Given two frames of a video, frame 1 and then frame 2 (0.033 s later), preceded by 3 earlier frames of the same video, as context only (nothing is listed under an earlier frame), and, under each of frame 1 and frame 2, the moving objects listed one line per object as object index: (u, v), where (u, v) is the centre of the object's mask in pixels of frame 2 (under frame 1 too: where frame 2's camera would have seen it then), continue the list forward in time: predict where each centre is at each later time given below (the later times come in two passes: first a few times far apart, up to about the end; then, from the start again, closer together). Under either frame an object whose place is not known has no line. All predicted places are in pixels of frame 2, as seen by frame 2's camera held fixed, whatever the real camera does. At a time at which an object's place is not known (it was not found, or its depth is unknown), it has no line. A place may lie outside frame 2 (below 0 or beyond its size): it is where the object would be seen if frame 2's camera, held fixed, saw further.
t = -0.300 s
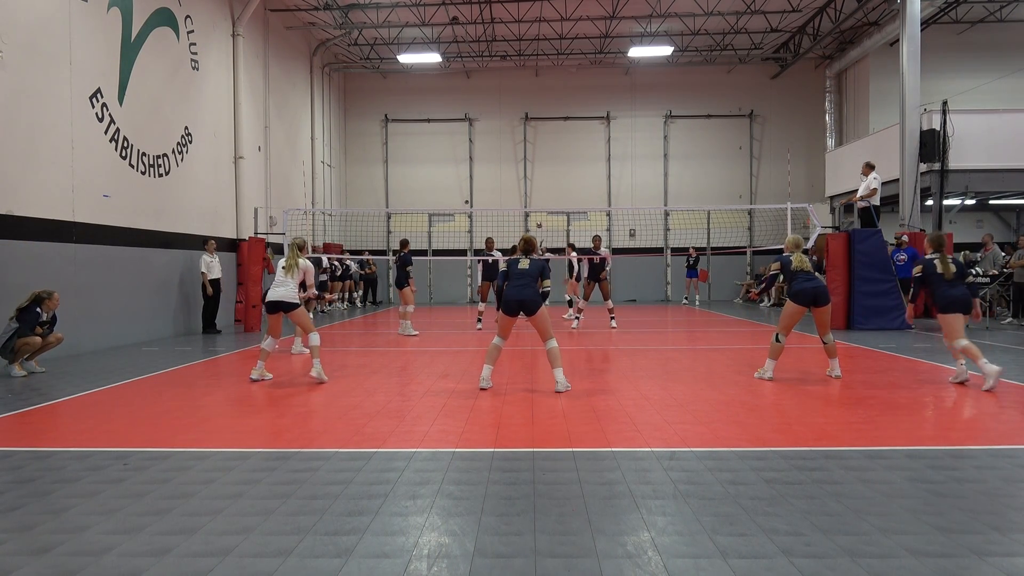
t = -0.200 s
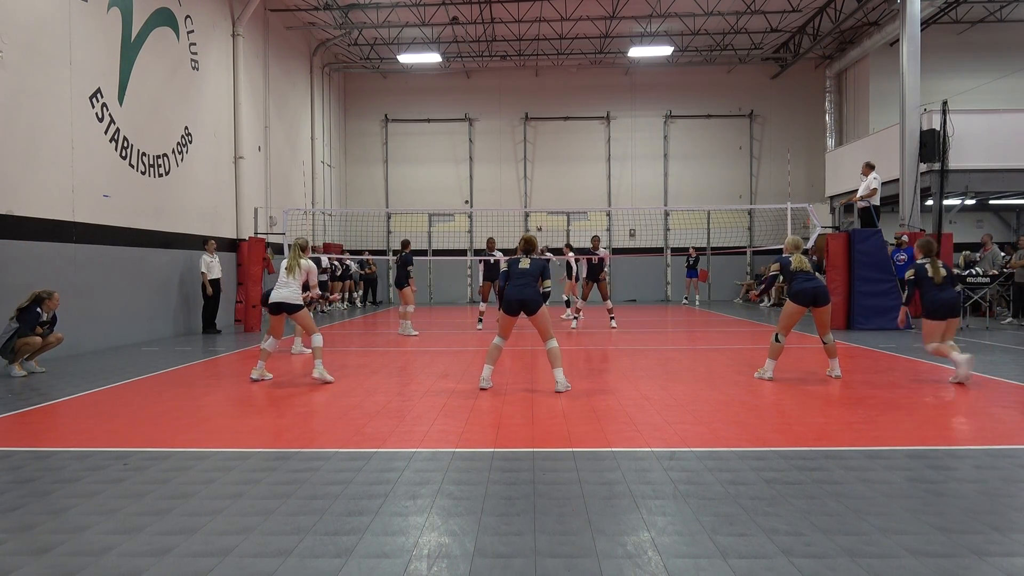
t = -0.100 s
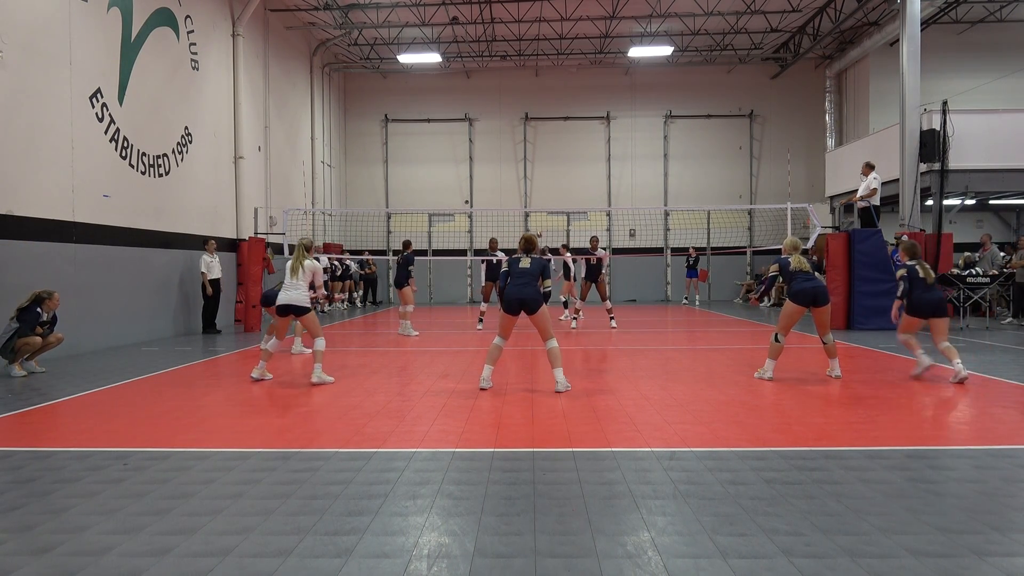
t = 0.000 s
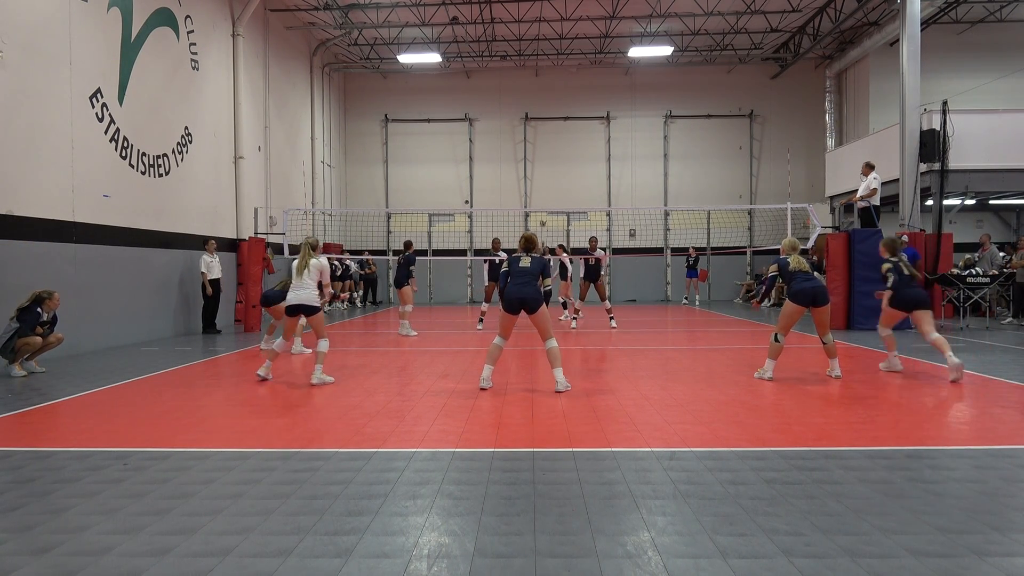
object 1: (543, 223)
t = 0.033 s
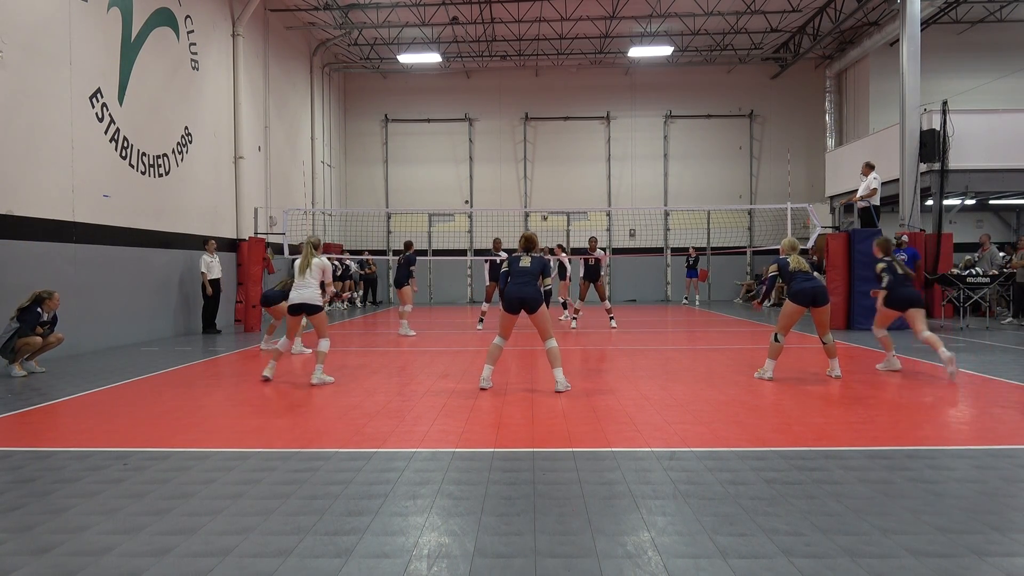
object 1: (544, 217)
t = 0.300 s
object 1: (564, 176)
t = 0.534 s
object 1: (588, 152)
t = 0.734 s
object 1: (616, 149)
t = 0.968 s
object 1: (666, 179)
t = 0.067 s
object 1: (547, 213)
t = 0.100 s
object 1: (548, 205)
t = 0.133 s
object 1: (550, 200)
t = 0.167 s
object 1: (553, 195)
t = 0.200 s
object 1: (555, 189)
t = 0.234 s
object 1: (558, 184)
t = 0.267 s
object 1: (561, 180)
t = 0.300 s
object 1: (564, 176)
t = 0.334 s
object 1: (567, 171)
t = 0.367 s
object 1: (570, 167)
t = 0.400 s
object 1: (573, 163)
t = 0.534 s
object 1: (588, 152)
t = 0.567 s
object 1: (592, 150)
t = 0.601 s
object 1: (596, 149)
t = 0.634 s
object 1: (600, 148)
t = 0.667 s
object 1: (605, 148)
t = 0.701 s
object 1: (611, 148)
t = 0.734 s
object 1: (616, 149)
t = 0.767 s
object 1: (621, 150)
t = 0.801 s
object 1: (628, 152)
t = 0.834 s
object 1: (635, 155)
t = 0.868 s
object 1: (641, 160)
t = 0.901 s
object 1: (649, 165)
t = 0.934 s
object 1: (657, 172)
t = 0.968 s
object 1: (666, 179)
